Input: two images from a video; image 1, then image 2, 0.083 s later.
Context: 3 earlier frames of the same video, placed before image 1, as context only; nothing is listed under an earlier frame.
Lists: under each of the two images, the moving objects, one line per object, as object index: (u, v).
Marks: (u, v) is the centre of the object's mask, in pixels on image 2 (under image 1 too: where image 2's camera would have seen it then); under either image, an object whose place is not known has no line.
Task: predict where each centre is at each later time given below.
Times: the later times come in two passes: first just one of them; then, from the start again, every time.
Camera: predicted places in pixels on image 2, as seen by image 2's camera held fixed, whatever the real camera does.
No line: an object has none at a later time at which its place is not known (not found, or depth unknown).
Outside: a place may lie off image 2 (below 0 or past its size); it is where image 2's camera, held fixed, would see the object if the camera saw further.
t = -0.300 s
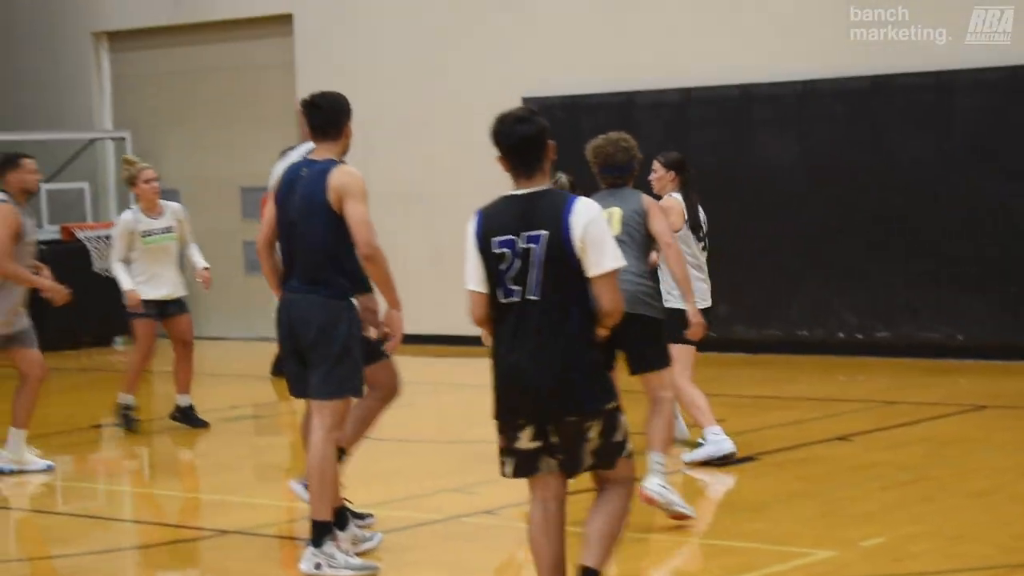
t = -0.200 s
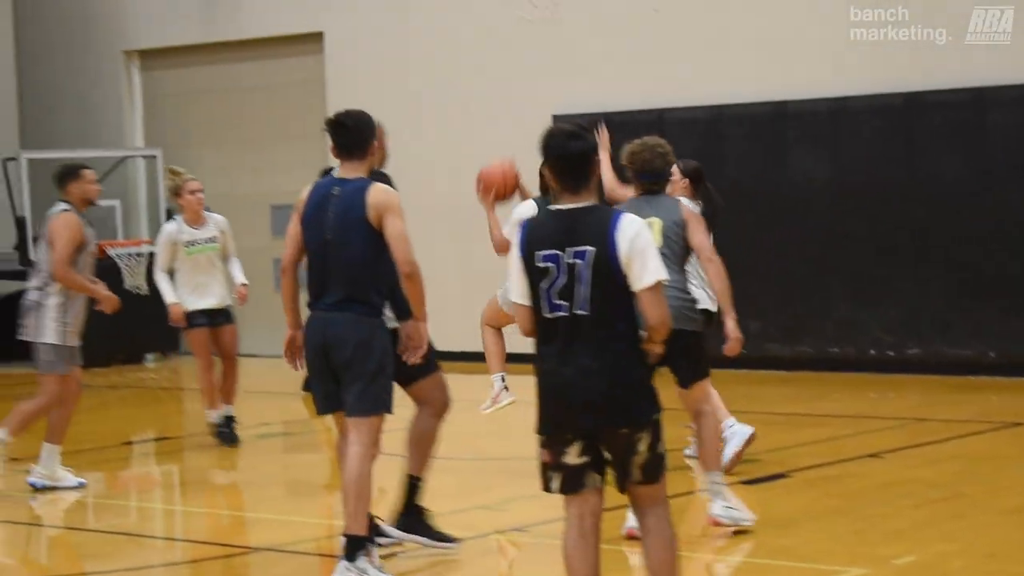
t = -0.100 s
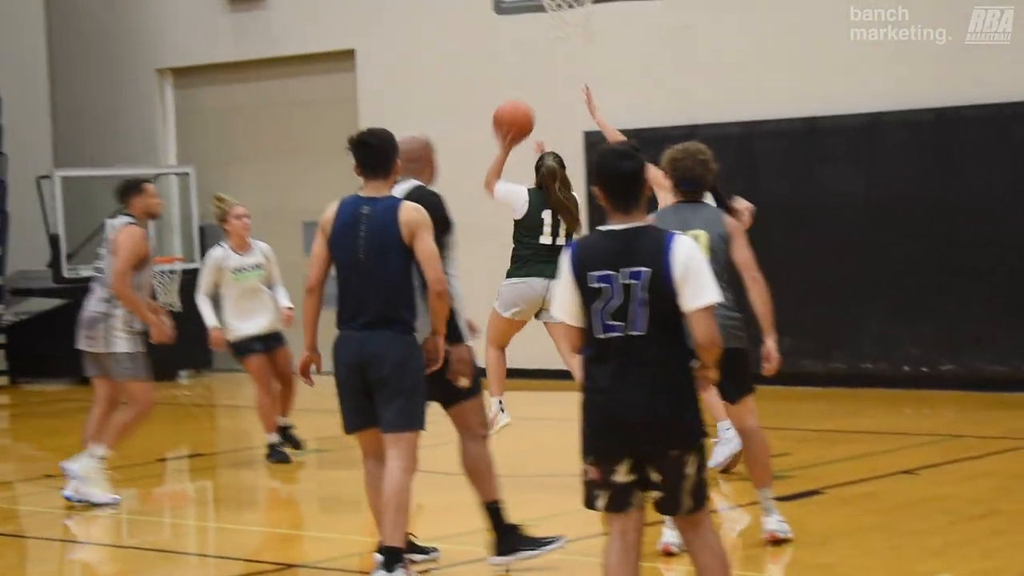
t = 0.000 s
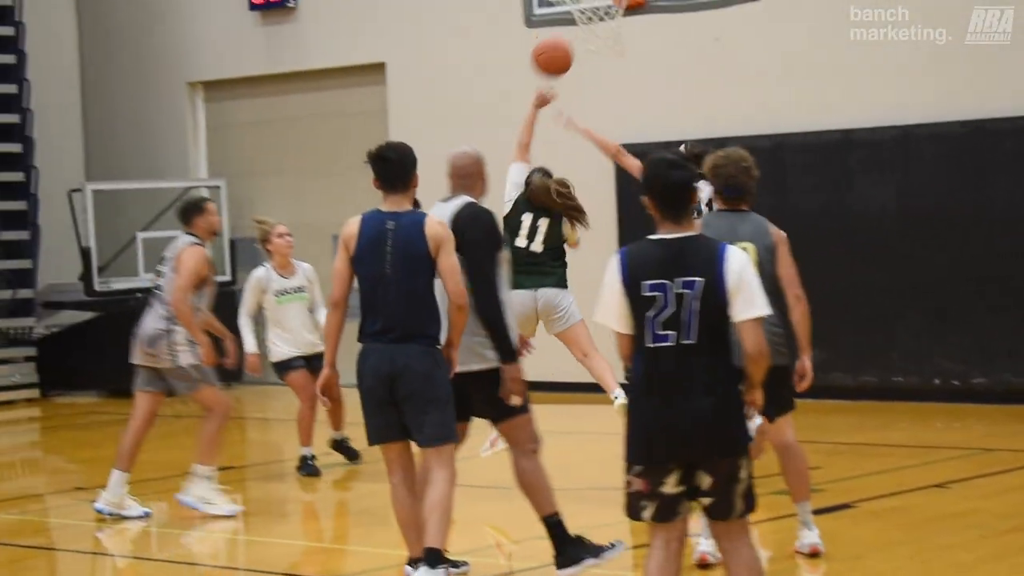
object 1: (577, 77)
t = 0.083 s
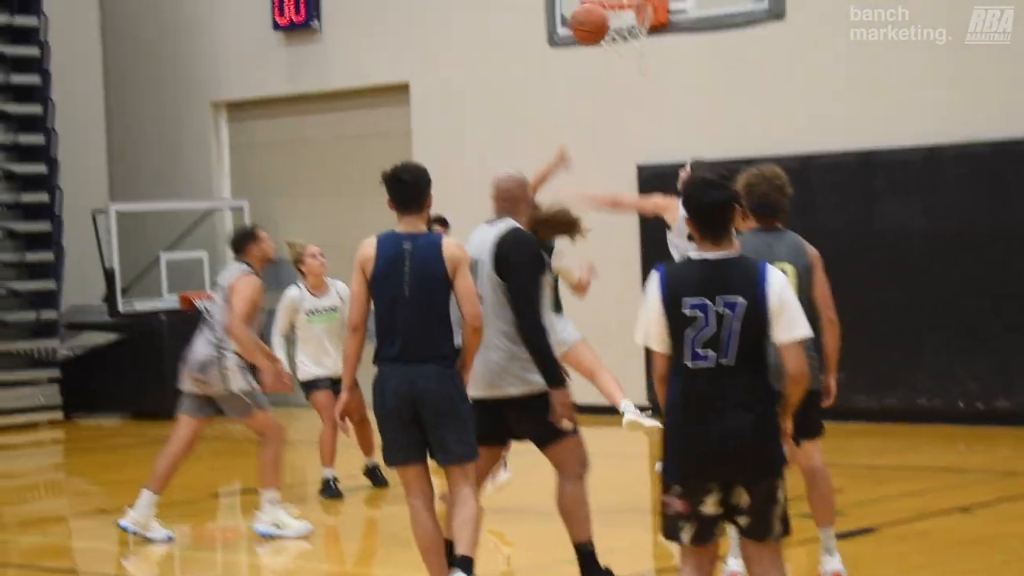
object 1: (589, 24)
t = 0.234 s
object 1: (616, -42)
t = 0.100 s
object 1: (592, 14)
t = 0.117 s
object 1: (595, 6)
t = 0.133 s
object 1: (598, -2)
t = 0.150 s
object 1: (601, -9)
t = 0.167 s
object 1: (604, -16)
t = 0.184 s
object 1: (607, -24)
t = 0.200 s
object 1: (610, -31)
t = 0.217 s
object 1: (613, -37)
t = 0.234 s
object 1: (616, -42)
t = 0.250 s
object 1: (620, -47)
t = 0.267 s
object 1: (623, -52)
